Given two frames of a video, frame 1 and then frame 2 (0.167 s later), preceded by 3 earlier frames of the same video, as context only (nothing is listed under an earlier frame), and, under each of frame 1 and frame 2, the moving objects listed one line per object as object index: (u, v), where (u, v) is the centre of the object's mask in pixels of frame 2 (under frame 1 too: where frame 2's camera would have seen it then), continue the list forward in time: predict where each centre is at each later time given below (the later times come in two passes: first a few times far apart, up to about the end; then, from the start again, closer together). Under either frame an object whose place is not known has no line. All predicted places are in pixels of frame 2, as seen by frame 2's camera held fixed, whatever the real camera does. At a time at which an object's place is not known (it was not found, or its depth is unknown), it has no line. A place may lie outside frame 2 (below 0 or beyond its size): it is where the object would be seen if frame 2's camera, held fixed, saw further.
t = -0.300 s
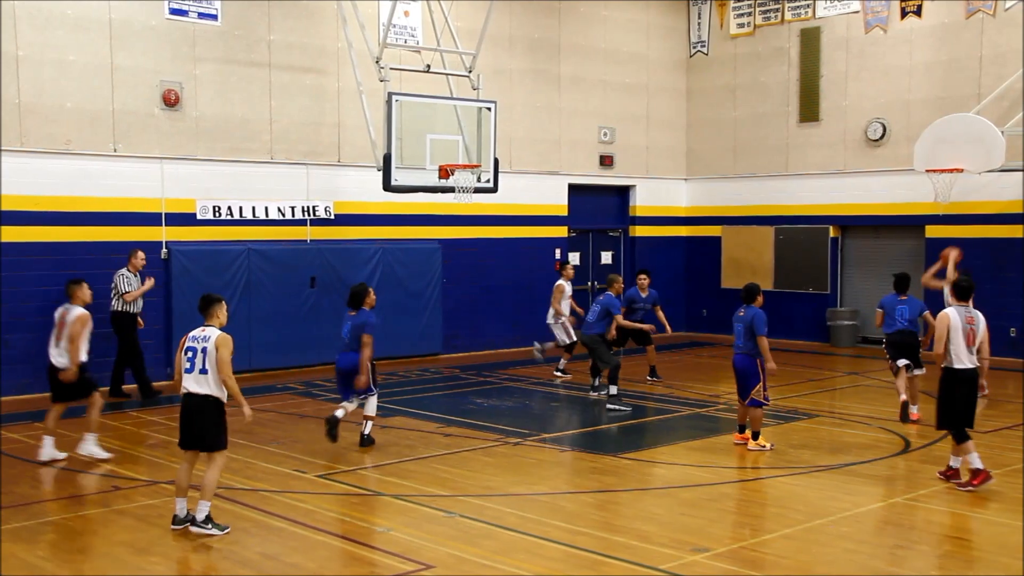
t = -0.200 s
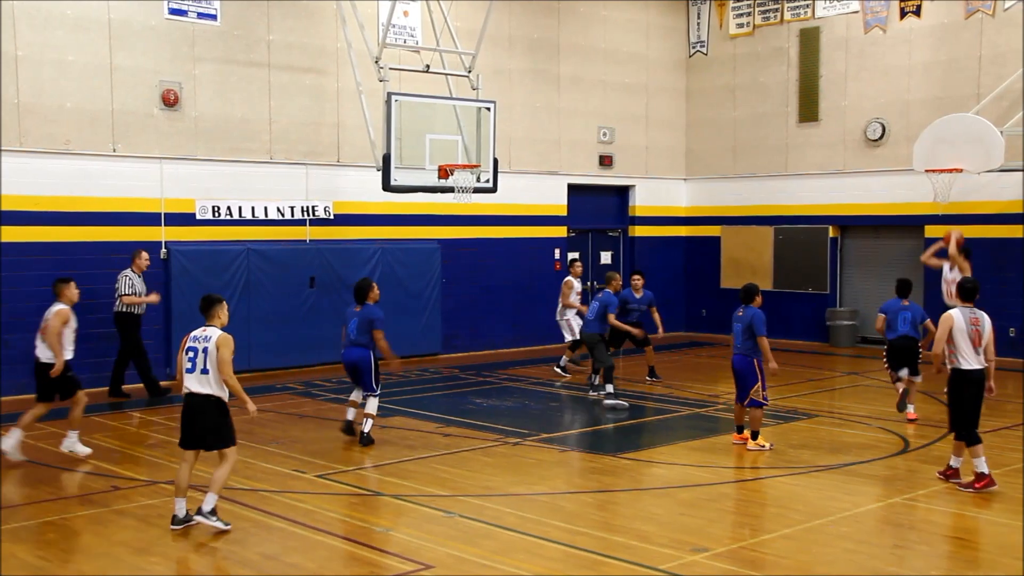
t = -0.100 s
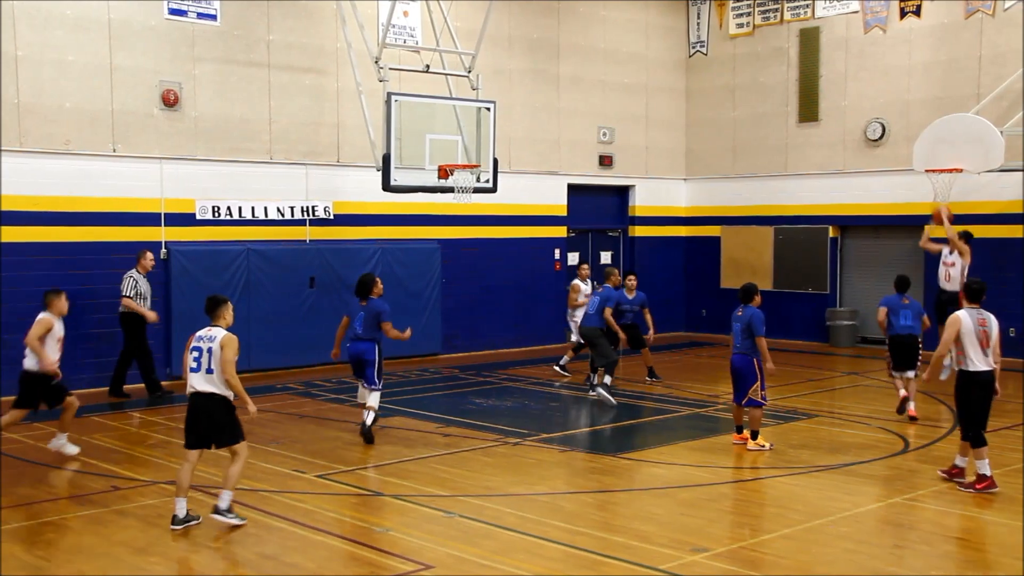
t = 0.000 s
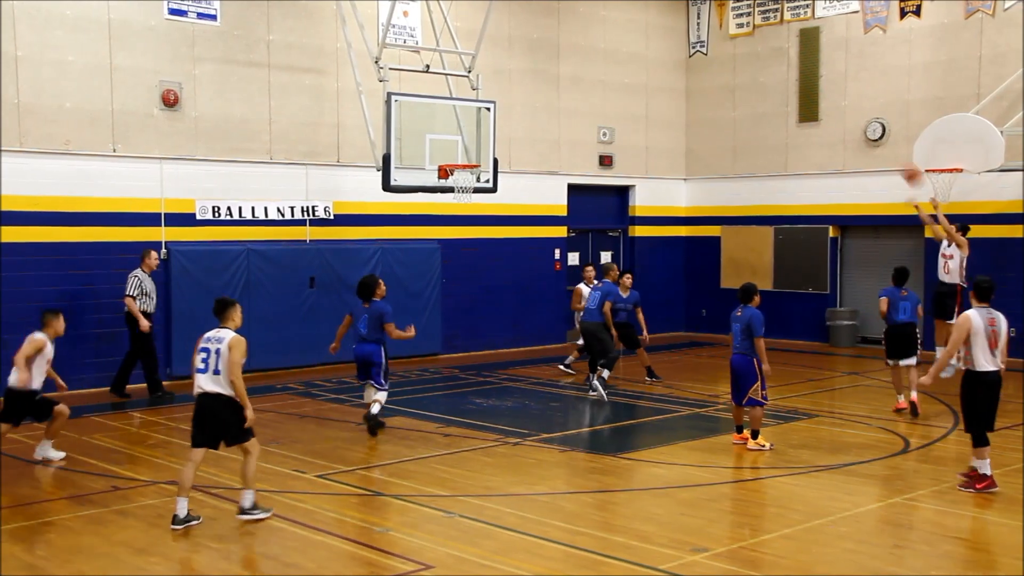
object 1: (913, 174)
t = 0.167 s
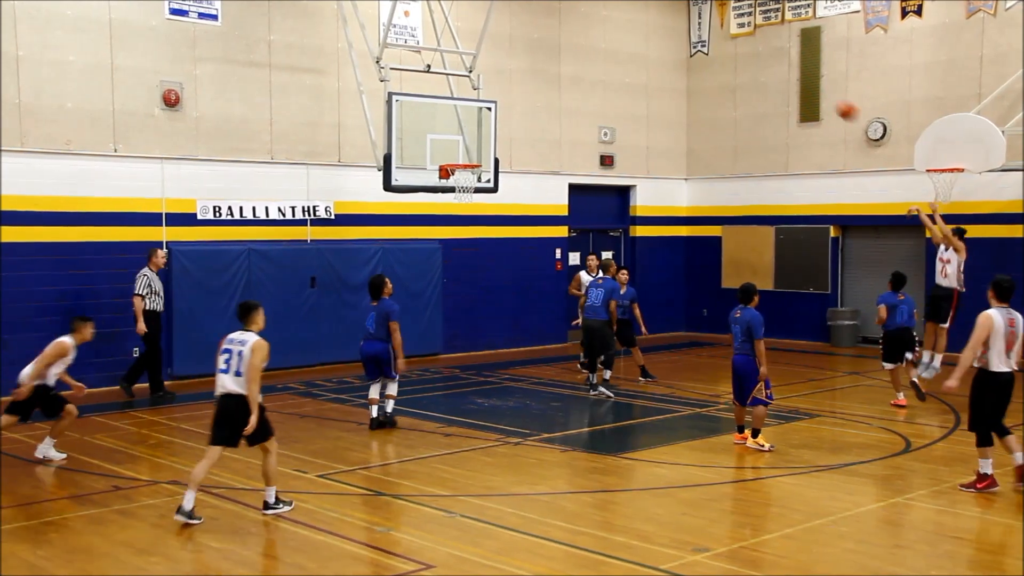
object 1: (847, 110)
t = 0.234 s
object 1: (819, 89)
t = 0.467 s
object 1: (728, 48)
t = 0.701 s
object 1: (640, 46)
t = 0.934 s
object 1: (554, 85)
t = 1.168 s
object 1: (470, 158)
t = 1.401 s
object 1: (424, 222)
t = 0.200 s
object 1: (833, 100)
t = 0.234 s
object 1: (819, 89)
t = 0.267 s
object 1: (808, 81)
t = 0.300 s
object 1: (795, 75)
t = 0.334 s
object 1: (781, 67)
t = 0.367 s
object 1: (767, 61)
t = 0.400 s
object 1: (754, 55)
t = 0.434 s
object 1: (742, 52)
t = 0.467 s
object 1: (728, 48)
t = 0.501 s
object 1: (717, 45)
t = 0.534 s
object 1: (704, 43)
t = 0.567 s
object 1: (690, 42)
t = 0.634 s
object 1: (665, 43)
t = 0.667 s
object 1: (653, 44)
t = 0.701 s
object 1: (640, 46)
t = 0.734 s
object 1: (627, 50)
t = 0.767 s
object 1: (615, 53)
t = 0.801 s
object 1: (603, 57)
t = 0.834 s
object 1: (591, 63)
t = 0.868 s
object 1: (578, 70)
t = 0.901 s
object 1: (566, 77)
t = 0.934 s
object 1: (554, 85)
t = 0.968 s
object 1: (541, 94)
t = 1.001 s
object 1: (529, 103)
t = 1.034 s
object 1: (517, 113)
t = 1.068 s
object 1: (505, 125)
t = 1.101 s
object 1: (494, 135)
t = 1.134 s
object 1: (481, 148)
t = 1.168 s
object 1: (470, 158)
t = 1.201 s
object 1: (457, 177)
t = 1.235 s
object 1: (448, 185)
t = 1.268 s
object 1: (443, 191)
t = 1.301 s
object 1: (439, 197)
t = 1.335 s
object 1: (433, 205)
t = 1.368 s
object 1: (428, 214)
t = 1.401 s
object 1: (424, 222)
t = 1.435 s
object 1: (418, 233)
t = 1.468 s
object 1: (413, 243)
